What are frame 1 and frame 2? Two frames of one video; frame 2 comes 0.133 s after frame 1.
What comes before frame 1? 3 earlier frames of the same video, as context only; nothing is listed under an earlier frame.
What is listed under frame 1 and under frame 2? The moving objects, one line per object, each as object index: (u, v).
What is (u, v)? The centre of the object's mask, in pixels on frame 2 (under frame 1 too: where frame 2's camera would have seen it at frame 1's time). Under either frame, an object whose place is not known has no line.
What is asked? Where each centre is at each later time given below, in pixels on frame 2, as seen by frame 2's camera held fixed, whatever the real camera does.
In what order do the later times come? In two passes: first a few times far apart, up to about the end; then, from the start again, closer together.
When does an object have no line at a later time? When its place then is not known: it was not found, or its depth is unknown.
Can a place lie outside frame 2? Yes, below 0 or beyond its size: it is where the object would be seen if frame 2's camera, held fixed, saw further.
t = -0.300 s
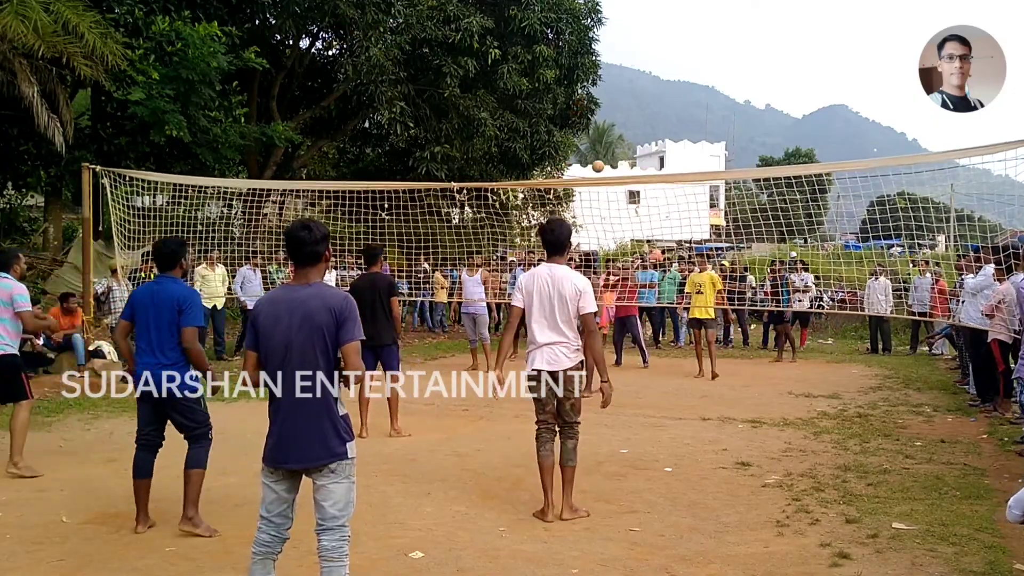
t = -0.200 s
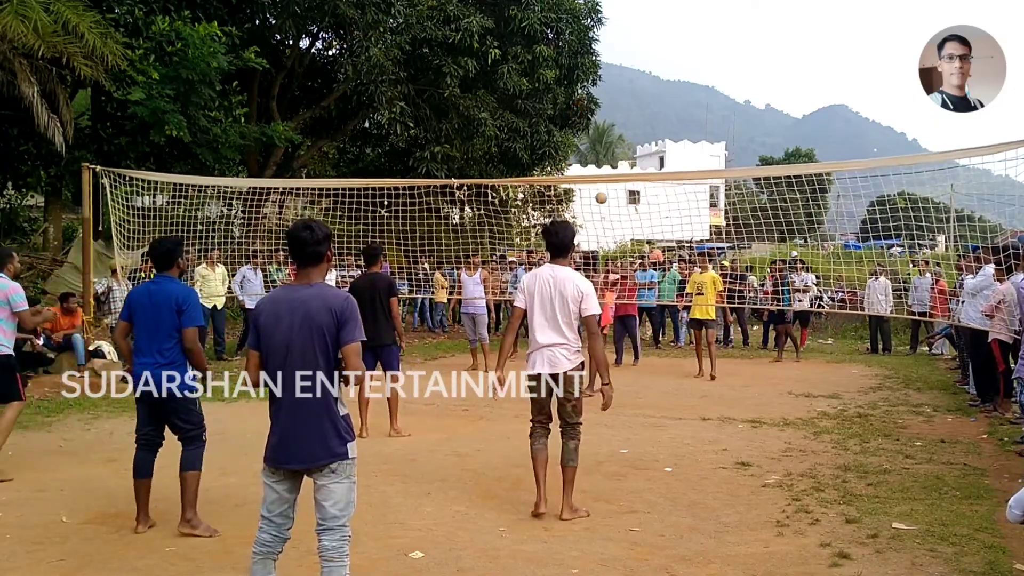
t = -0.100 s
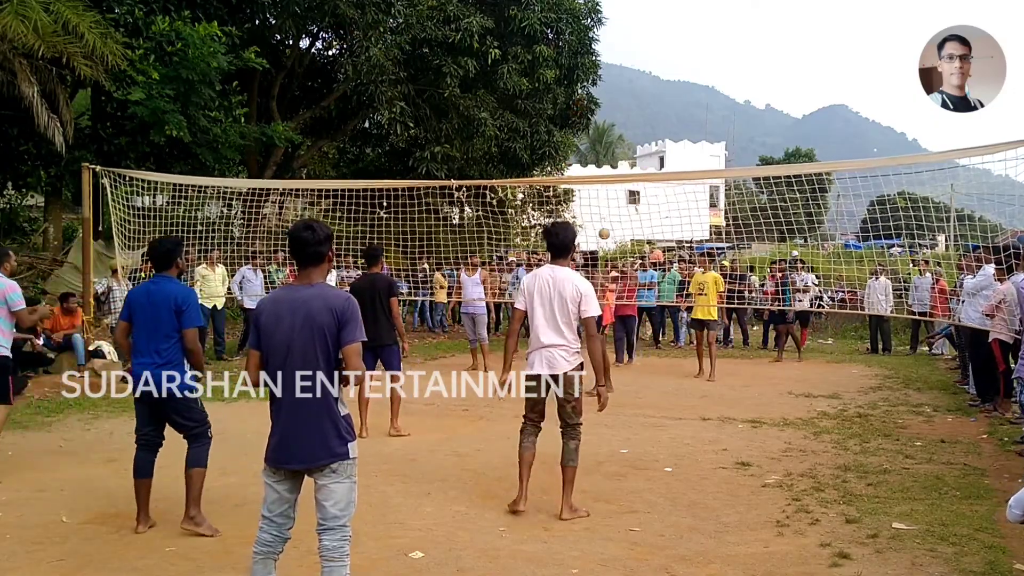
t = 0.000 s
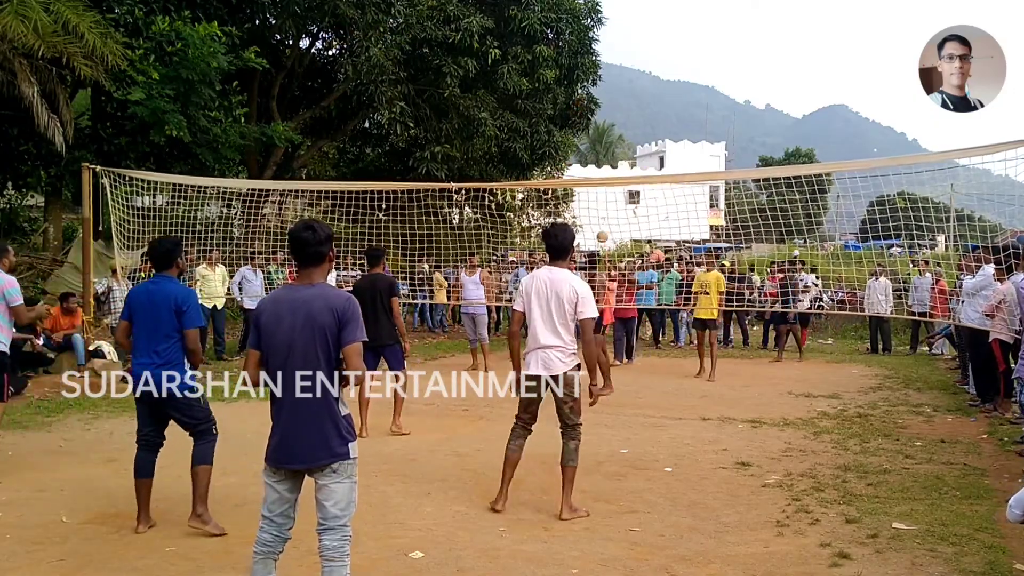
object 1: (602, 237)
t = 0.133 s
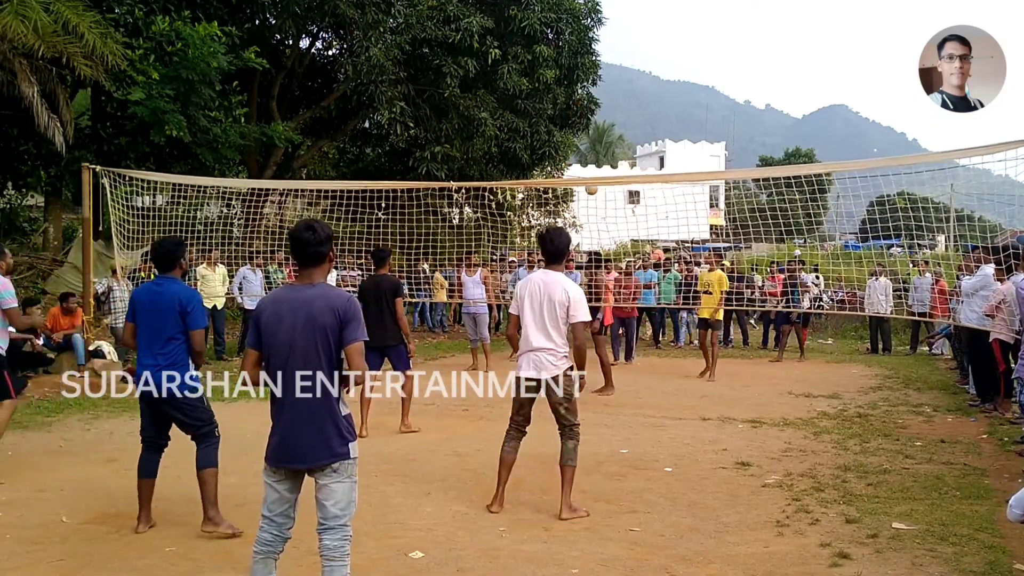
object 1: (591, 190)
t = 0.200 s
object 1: (585, 167)
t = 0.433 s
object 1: (555, 107)
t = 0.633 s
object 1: (511, 85)
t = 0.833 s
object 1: (445, 107)
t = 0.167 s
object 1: (588, 174)
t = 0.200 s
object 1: (585, 167)
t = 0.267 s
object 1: (578, 147)
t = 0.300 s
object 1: (574, 138)
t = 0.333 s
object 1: (570, 129)
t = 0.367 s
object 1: (565, 121)
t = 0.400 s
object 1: (560, 114)
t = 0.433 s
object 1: (555, 107)
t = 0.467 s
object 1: (549, 101)
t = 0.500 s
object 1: (542, 96)
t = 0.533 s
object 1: (535, 91)
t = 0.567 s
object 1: (528, 88)
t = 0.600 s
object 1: (520, 86)
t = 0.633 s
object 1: (511, 85)
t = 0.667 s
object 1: (502, 84)
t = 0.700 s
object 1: (492, 86)
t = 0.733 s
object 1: (481, 88)
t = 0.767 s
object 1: (470, 93)
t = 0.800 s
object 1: (458, 99)
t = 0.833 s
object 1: (445, 107)
